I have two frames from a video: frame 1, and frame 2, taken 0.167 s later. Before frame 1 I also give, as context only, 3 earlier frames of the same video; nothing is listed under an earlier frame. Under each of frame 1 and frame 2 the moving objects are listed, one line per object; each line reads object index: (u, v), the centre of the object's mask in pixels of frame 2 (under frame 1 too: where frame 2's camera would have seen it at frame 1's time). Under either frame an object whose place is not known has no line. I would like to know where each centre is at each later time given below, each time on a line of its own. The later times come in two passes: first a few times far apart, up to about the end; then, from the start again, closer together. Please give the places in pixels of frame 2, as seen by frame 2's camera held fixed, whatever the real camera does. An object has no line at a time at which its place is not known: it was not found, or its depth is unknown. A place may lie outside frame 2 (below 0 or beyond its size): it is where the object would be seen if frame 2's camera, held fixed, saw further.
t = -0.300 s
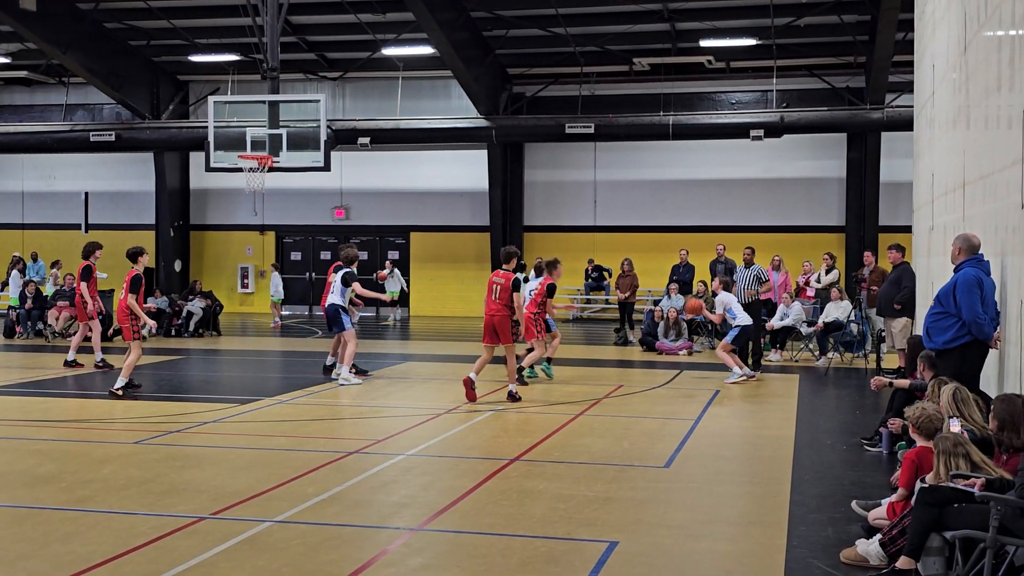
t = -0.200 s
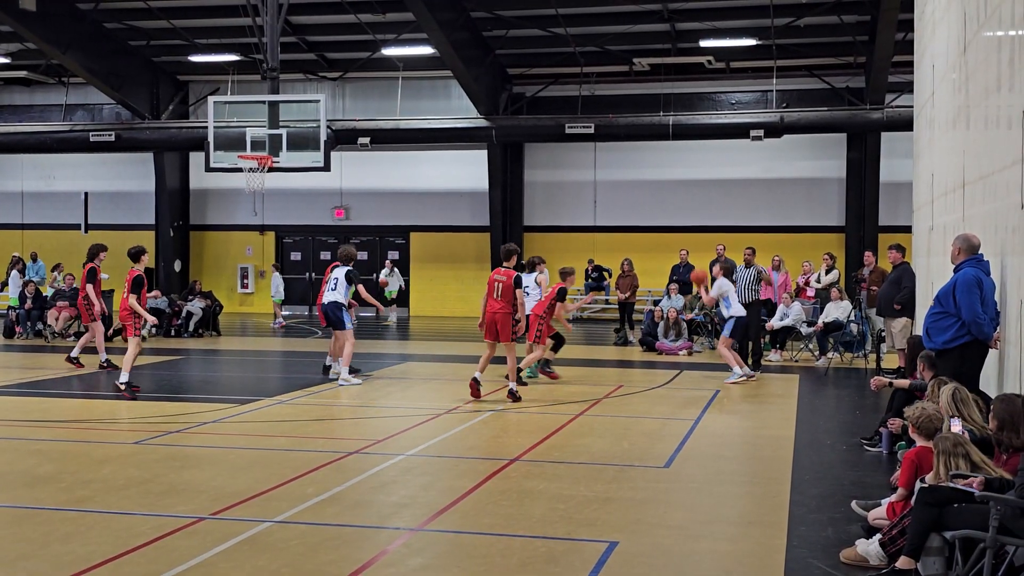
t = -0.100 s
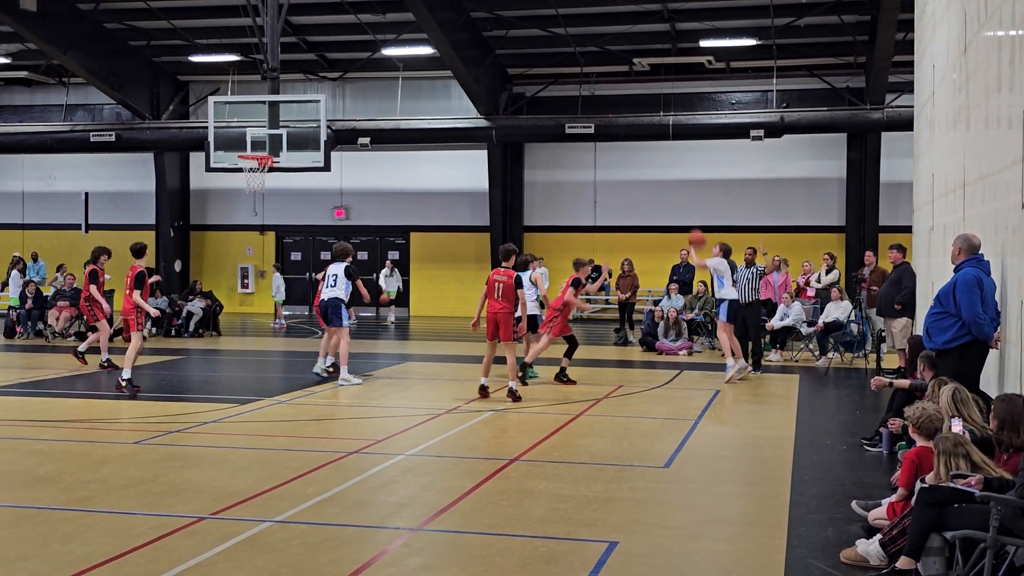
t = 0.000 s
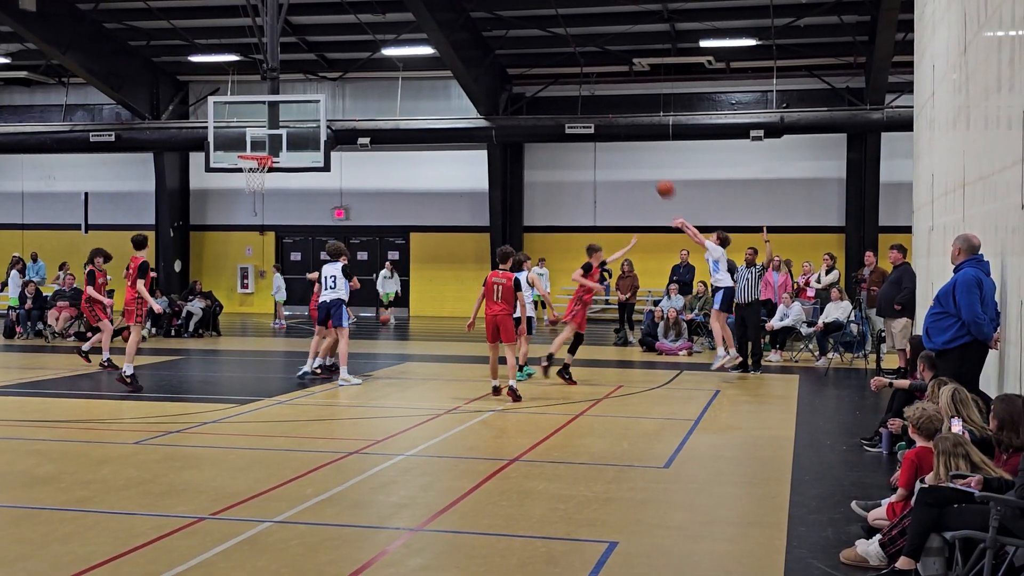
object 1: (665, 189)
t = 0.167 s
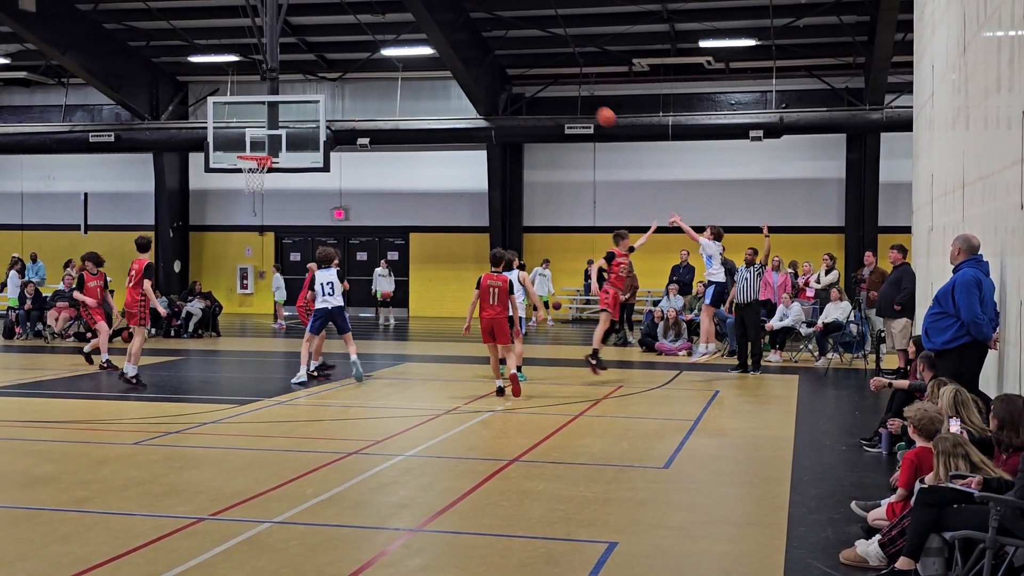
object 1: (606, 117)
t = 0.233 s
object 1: (583, 94)
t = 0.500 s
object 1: (492, 36)
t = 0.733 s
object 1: (415, 27)
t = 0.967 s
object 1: (341, 56)
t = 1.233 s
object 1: (261, 130)
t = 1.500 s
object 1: (297, 132)
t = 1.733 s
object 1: (359, 147)
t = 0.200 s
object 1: (594, 105)
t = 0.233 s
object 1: (583, 94)
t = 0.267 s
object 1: (571, 83)
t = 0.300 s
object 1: (559, 75)
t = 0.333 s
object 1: (548, 66)
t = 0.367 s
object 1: (537, 59)
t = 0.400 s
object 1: (526, 52)
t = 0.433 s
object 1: (514, 46)
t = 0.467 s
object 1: (503, 40)
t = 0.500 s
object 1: (492, 36)
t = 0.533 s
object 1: (481, 32)
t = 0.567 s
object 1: (469, 30)
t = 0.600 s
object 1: (458, 28)
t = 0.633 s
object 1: (447, 26)
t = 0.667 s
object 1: (437, 26)
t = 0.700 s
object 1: (426, 26)
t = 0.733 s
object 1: (415, 27)
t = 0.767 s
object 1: (404, 29)
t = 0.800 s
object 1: (393, 31)
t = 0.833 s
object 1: (383, 35)
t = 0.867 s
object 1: (372, 39)
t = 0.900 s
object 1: (361, 44)
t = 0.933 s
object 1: (351, 49)
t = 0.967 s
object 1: (341, 56)
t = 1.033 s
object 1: (320, 70)
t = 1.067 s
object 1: (310, 78)
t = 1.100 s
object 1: (300, 87)
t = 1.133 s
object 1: (290, 97)
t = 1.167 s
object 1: (280, 108)
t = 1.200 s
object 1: (271, 118)
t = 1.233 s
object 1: (261, 130)
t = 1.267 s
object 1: (251, 144)
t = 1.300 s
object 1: (247, 150)
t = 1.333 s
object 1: (255, 146)
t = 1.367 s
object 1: (263, 143)
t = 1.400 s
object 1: (271, 139)
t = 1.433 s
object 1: (280, 136)
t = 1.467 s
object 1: (289, 134)
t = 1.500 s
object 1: (297, 132)
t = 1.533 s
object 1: (306, 132)
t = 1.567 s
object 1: (314, 133)
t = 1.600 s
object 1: (324, 135)
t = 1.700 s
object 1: (350, 142)
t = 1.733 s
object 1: (359, 147)
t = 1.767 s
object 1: (368, 152)
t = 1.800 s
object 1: (376, 157)
